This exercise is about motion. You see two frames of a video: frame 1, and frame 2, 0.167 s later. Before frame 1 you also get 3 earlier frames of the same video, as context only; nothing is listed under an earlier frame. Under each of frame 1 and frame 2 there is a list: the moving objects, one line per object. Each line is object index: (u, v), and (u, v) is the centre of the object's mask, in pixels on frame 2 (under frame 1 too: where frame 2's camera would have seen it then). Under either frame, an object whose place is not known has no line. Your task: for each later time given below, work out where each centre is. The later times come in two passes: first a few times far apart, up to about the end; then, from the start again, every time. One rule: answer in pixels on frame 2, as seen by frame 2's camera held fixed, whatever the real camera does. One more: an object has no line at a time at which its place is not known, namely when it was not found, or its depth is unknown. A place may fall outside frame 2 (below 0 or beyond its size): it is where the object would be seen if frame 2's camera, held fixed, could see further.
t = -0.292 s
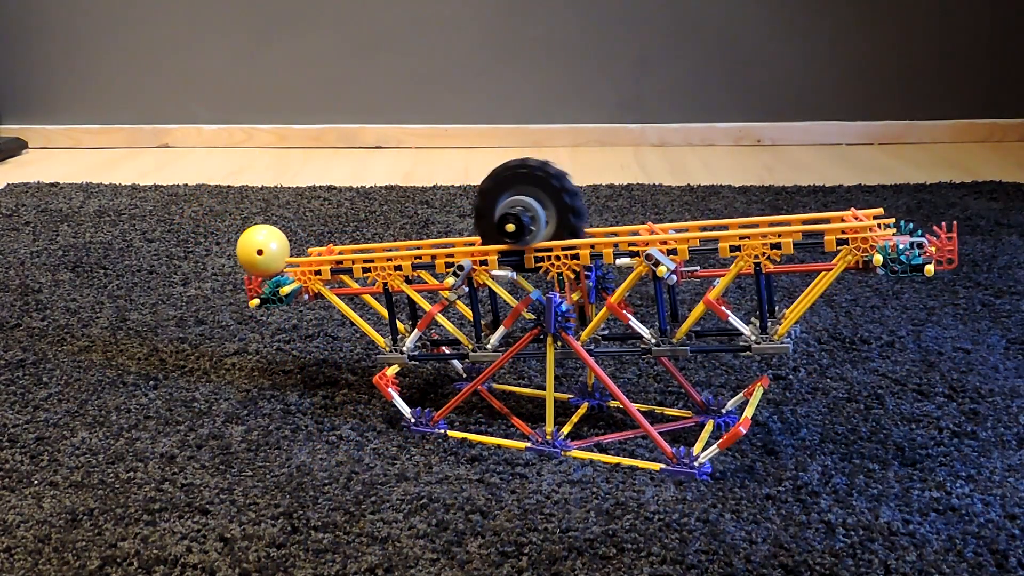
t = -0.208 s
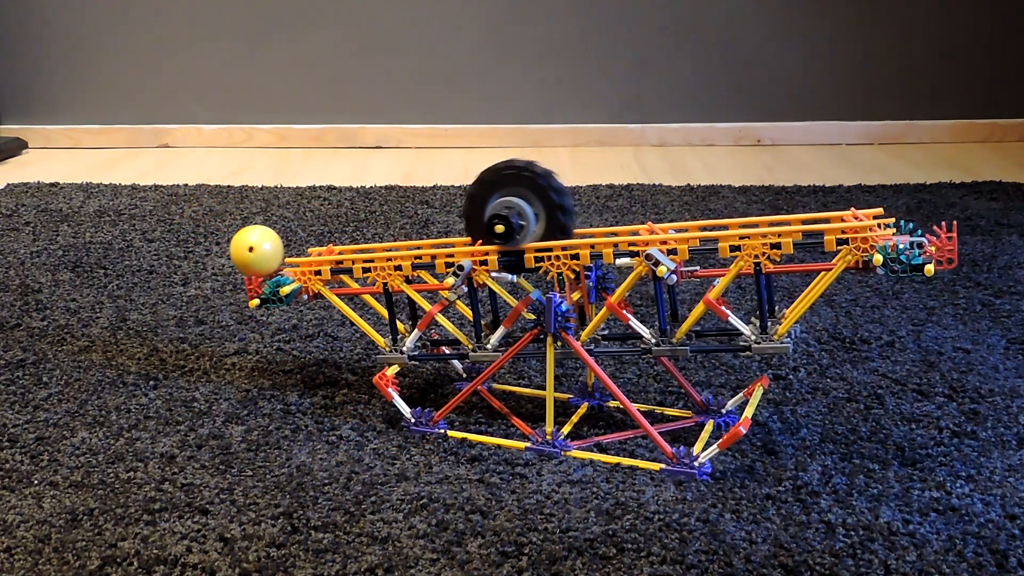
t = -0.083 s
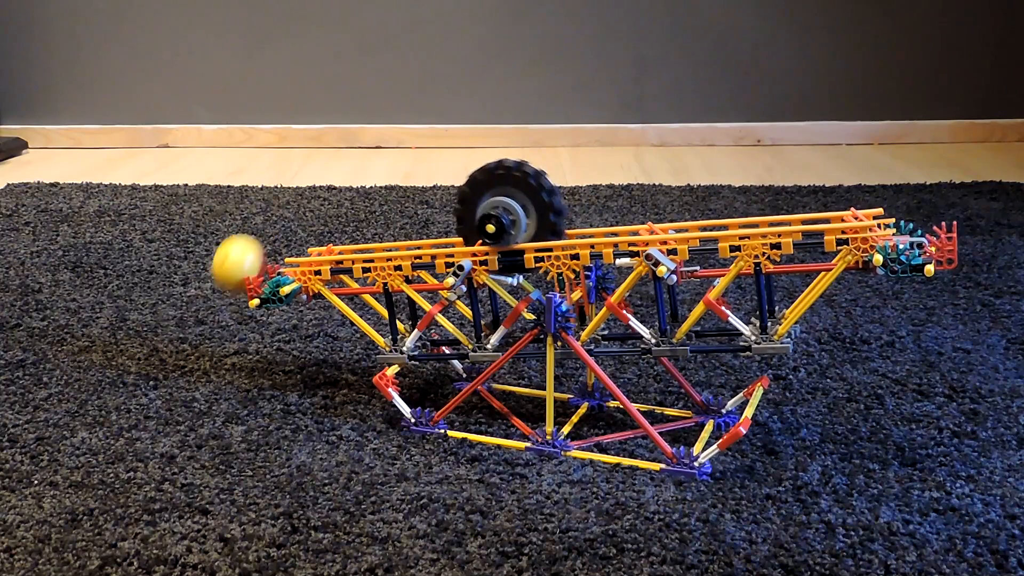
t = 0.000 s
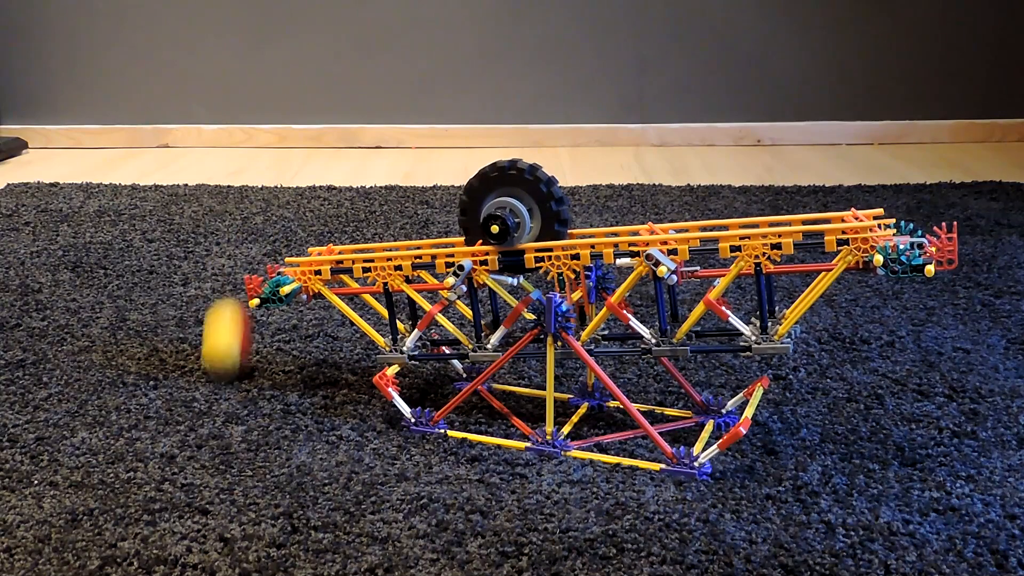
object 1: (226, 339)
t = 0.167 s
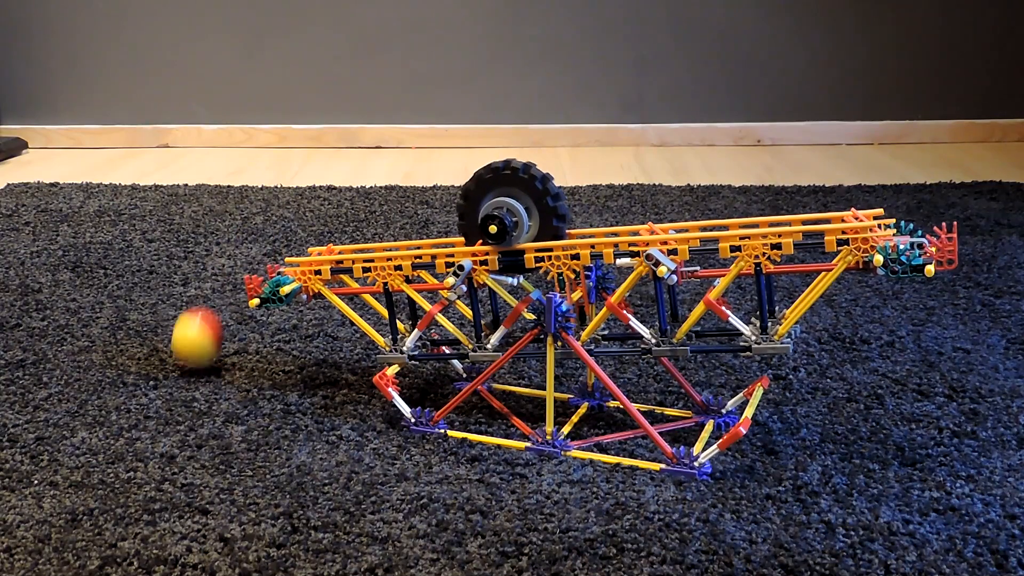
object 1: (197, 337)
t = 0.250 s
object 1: (180, 341)
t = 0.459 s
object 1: (144, 348)
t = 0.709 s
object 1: (150, 348)
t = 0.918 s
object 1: (151, 348)
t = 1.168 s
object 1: (151, 348)
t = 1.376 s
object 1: (151, 348)
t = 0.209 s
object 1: (190, 347)
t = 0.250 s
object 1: (180, 341)
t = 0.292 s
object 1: (173, 347)
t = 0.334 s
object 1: (164, 346)
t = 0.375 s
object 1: (157, 348)
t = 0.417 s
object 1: (150, 348)
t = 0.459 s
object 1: (144, 348)
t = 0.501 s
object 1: (141, 347)
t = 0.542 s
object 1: (140, 347)
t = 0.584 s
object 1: (141, 348)
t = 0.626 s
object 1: (144, 348)
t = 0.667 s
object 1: (147, 348)
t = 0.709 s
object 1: (150, 348)
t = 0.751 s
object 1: (152, 348)
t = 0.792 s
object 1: (153, 348)
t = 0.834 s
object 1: (153, 348)
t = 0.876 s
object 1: (152, 348)
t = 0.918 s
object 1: (151, 348)
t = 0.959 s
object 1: (151, 348)
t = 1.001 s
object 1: (151, 348)
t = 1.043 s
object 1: (151, 348)
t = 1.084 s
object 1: (151, 348)
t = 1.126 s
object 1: (151, 348)
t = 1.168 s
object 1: (151, 348)
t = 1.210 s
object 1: (151, 348)
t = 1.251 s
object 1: (151, 348)
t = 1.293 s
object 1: (151, 348)
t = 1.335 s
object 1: (151, 348)
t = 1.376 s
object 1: (151, 348)
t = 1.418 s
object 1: (151, 348)
